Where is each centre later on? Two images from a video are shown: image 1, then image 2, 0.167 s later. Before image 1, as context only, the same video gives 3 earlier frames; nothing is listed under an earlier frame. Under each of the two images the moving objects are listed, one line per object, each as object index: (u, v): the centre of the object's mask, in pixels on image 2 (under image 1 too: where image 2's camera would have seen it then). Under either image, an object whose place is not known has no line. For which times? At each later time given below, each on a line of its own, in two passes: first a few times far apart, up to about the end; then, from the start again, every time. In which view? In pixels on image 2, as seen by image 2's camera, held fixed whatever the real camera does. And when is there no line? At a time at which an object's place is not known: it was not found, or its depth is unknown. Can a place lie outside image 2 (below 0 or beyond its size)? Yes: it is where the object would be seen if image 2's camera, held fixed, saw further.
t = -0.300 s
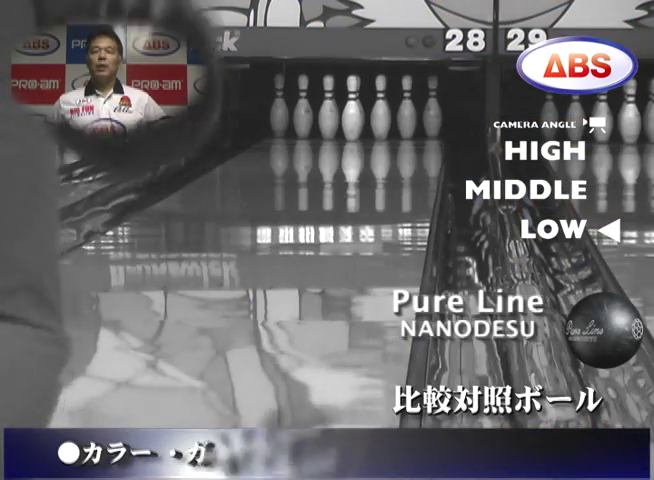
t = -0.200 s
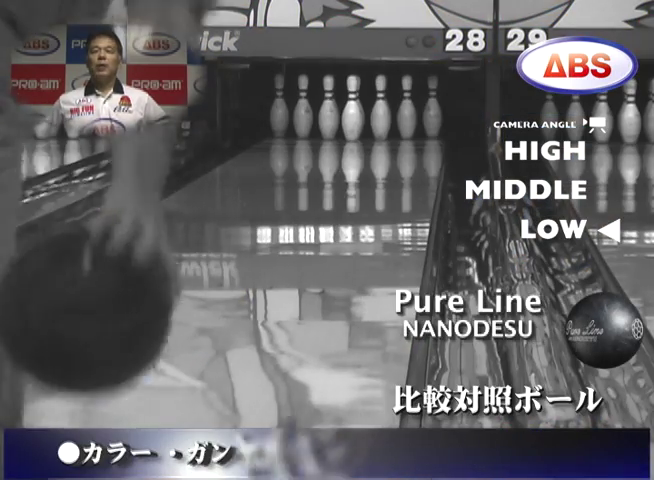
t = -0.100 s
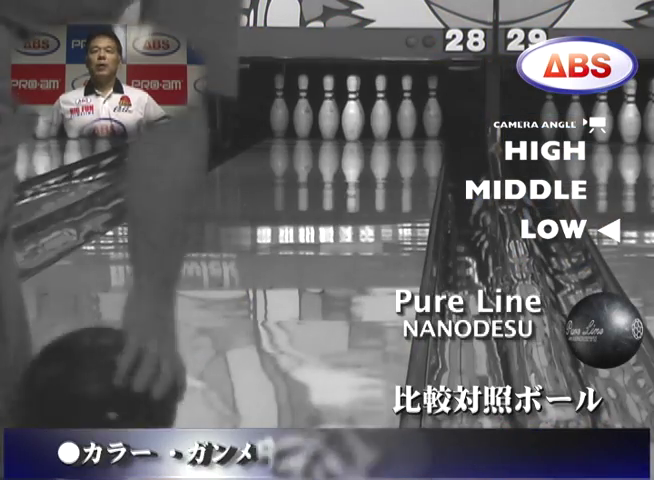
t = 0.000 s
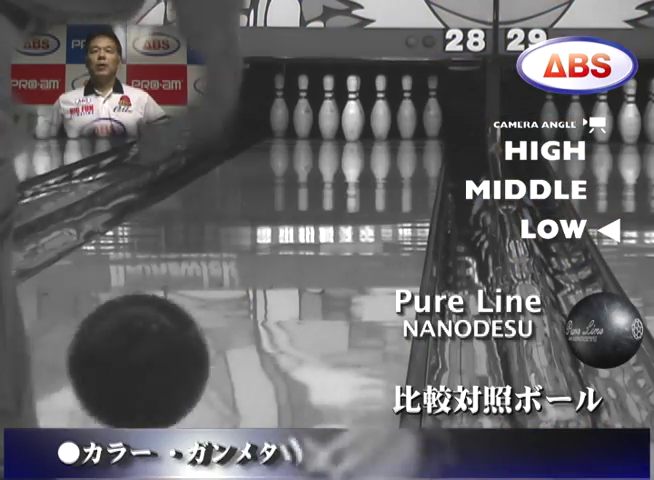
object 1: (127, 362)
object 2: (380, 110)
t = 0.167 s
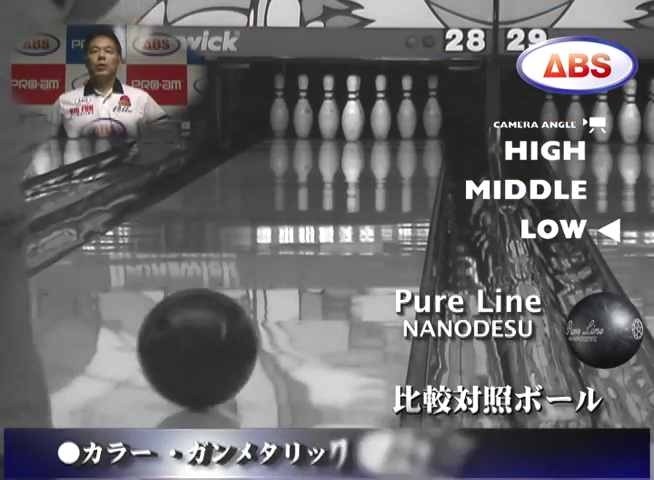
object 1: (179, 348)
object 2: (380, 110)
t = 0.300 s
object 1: (222, 313)
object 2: (380, 111)
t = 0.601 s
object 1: (275, 259)
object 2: (380, 110)
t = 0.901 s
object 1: (314, 223)
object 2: (380, 110)
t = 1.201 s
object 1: (338, 195)
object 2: (380, 110)
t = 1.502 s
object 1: (355, 176)
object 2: (380, 110)
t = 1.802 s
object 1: (366, 159)
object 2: (380, 108)
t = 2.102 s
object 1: (373, 145)
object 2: (380, 102)
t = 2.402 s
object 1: (372, 136)
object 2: (381, 97)
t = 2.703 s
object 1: (369, 126)
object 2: (382, 96)
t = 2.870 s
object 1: (369, 123)
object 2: (383, 100)
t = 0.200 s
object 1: (192, 338)
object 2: (380, 111)
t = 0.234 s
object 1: (204, 330)
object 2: (380, 111)
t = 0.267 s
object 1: (214, 322)
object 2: (380, 111)
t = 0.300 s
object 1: (222, 313)
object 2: (380, 111)
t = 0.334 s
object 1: (231, 305)
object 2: (380, 110)
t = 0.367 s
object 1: (237, 298)
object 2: (380, 110)
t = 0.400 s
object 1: (239, 292)
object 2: (380, 110)
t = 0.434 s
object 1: (254, 286)
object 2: (380, 110)
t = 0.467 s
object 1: (261, 280)
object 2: (380, 110)
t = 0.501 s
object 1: (267, 274)
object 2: (380, 110)
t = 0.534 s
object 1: (273, 268)
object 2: (380, 110)
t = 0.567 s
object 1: (279, 264)
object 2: (380, 110)
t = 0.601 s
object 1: (275, 259)
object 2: (380, 110)
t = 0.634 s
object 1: (287, 255)
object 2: (380, 110)
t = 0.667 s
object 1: (287, 250)
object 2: (380, 110)
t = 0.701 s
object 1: (292, 245)
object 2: (380, 110)
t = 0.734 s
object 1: (301, 241)
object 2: (380, 110)
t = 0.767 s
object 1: (299, 237)
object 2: (380, 110)
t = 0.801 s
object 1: (303, 233)
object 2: (380, 110)
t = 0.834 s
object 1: (315, 230)
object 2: (380, 110)
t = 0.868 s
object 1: (311, 226)
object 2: (380, 110)
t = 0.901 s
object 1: (314, 223)
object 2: (380, 110)
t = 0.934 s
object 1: (317, 219)
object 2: (380, 110)
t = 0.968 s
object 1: (320, 216)
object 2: (380, 110)
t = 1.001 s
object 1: (323, 213)
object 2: (380, 110)
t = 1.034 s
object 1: (325, 210)
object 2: (380, 110)
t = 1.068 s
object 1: (328, 207)
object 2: (380, 110)
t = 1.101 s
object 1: (331, 204)
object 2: (380, 110)
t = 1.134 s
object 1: (333, 200)
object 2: (380, 110)
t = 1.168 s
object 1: (336, 198)
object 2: (380, 110)
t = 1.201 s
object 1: (338, 195)
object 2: (380, 110)
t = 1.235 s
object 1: (339, 193)
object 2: (380, 110)
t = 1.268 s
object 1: (341, 191)
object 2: (380, 110)
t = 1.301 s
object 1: (344, 188)
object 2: (380, 110)
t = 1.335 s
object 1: (346, 184)
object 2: (380, 110)
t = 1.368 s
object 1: (348, 182)
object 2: (380, 110)
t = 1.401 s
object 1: (350, 180)
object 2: (380, 110)
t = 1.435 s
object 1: (352, 179)
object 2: (380, 110)
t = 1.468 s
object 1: (353, 177)
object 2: (380, 110)
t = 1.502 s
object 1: (355, 176)
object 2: (380, 110)
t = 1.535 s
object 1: (357, 174)
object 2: (380, 110)
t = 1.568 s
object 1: (358, 172)
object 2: (380, 110)
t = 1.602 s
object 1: (360, 170)
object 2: (380, 110)
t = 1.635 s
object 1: (361, 168)
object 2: (380, 110)
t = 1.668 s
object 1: (362, 167)
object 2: (380, 110)
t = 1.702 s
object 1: (364, 166)
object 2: (380, 110)
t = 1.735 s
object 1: (364, 163)
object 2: (380, 109)
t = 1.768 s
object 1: (365, 161)
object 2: (380, 109)
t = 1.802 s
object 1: (366, 159)
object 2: (380, 108)
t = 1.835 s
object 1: (367, 157)
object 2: (380, 108)
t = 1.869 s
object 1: (368, 156)
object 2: (380, 107)
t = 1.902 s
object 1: (369, 153)
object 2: (380, 106)
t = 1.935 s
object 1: (369, 153)
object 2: (380, 106)
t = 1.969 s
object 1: (371, 151)
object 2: (380, 106)
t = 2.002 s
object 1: (371, 150)
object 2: (380, 104)
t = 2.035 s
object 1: (372, 148)
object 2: (380, 104)
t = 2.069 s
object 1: (373, 147)
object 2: (380, 103)
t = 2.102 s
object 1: (373, 145)
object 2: (380, 102)
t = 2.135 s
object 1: (373, 144)
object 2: (380, 102)
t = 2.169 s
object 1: (374, 143)
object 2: (380, 101)
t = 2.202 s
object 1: (374, 142)
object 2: (380, 100)
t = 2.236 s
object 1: (374, 141)
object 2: (380, 100)
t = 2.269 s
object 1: (374, 140)
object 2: (380, 99)
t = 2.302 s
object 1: (374, 138)
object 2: (380, 99)
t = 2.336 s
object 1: (377, 137)
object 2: (380, 98)
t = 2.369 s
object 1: (377, 136)
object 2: (381, 97)
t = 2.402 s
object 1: (372, 136)
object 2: (381, 97)
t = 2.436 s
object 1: (372, 135)
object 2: (381, 96)
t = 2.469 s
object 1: (375, 133)
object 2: (381, 96)
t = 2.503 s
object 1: (375, 132)
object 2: (381, 96)
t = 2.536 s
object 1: (375, 131)
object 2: (381, 95)
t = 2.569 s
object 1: (370, 132)
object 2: (381, 95)
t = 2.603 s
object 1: (368, 132)
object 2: (381, 95)
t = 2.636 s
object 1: (367, 131)
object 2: (381, 94)
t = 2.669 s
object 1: (370, 127)
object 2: (381, 95)
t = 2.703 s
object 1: (369, 126)
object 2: (382, 96)
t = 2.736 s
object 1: (368, 125)
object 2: (382, 100)
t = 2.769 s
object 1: (367, 125)
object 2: (382, 102)
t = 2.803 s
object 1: (365, 124)
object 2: (382, 103)
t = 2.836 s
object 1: (367, 124)
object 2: (382, 102)
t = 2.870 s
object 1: (369, 123)
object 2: (383, 100)
